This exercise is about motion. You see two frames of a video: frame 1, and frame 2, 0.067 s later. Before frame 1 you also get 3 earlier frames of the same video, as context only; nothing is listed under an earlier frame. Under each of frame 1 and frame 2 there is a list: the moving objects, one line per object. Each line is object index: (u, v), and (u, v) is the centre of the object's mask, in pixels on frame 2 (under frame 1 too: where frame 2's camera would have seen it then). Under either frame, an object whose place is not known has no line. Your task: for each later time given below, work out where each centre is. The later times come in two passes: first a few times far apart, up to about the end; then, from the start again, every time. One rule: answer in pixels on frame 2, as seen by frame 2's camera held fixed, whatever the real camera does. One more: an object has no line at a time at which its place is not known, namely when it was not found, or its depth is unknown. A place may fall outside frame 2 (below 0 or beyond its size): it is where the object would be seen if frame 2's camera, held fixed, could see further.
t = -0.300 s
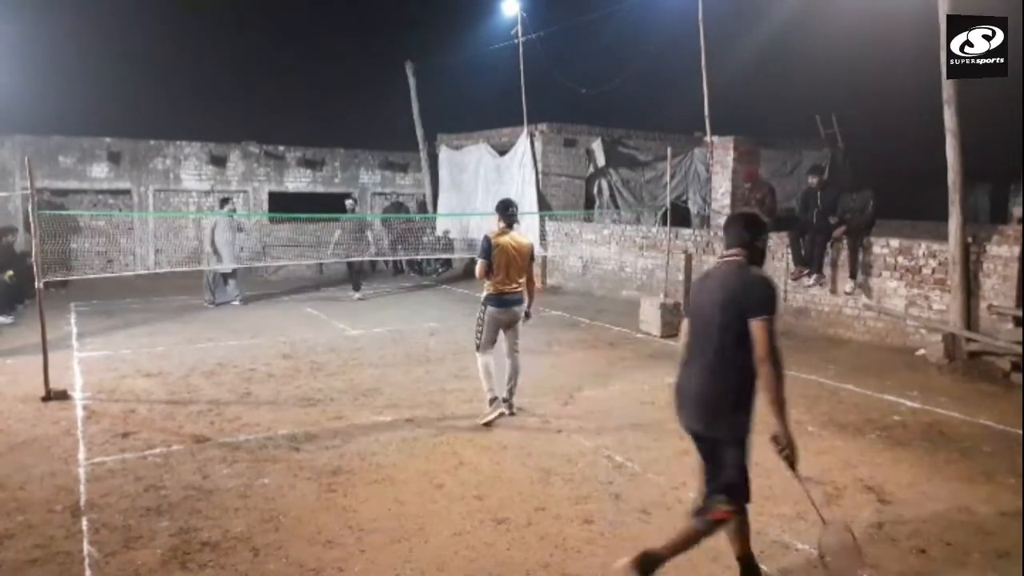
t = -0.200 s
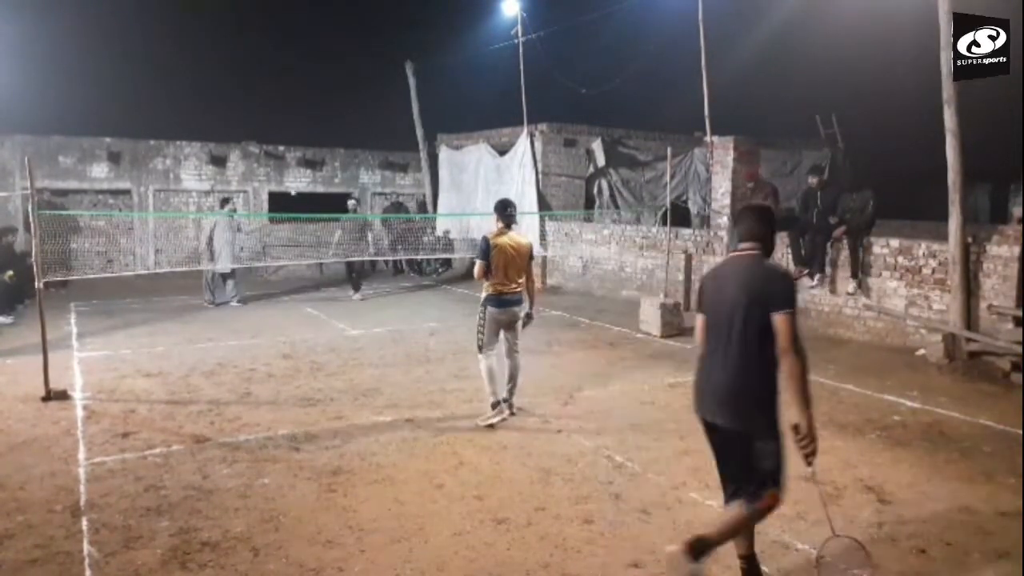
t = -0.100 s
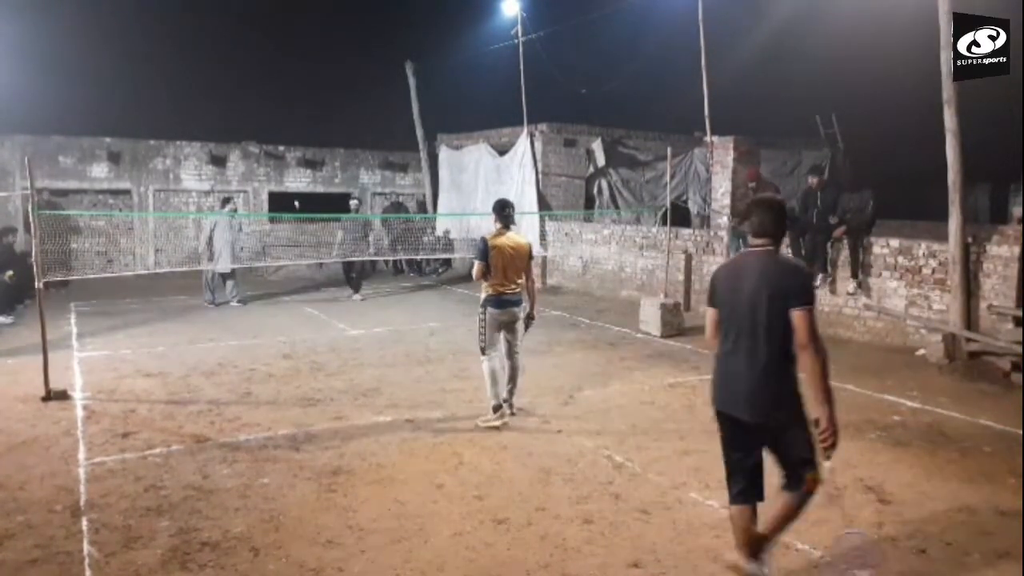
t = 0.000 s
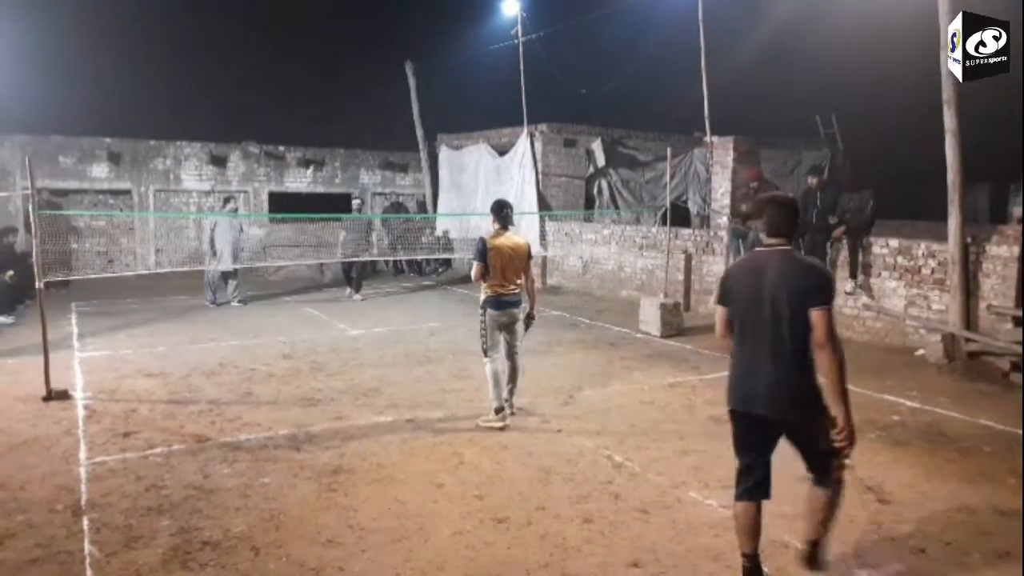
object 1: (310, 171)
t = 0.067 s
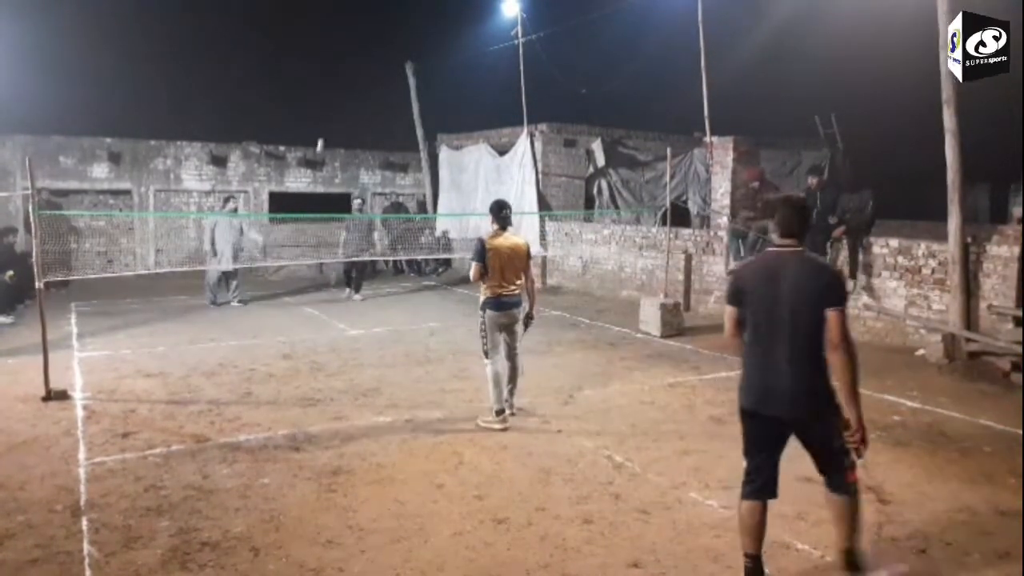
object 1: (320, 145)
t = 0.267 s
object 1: (342, 98)
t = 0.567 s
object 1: (370, 106)
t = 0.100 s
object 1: (323, 134)
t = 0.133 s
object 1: (326, 124)
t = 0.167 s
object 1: (331, 116)
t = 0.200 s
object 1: (335, 109)
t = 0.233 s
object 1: (338, 102)
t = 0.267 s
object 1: (342, 98)
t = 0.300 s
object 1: (346, 94)
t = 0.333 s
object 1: (349, 91)
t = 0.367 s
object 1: (352, 90)
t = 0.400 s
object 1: (355, 89)
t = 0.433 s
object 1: (358, 90)
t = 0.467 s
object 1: (362, 92)
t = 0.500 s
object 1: (365, 96)
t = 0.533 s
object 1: (367, 100)
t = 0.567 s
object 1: (370, 106)
